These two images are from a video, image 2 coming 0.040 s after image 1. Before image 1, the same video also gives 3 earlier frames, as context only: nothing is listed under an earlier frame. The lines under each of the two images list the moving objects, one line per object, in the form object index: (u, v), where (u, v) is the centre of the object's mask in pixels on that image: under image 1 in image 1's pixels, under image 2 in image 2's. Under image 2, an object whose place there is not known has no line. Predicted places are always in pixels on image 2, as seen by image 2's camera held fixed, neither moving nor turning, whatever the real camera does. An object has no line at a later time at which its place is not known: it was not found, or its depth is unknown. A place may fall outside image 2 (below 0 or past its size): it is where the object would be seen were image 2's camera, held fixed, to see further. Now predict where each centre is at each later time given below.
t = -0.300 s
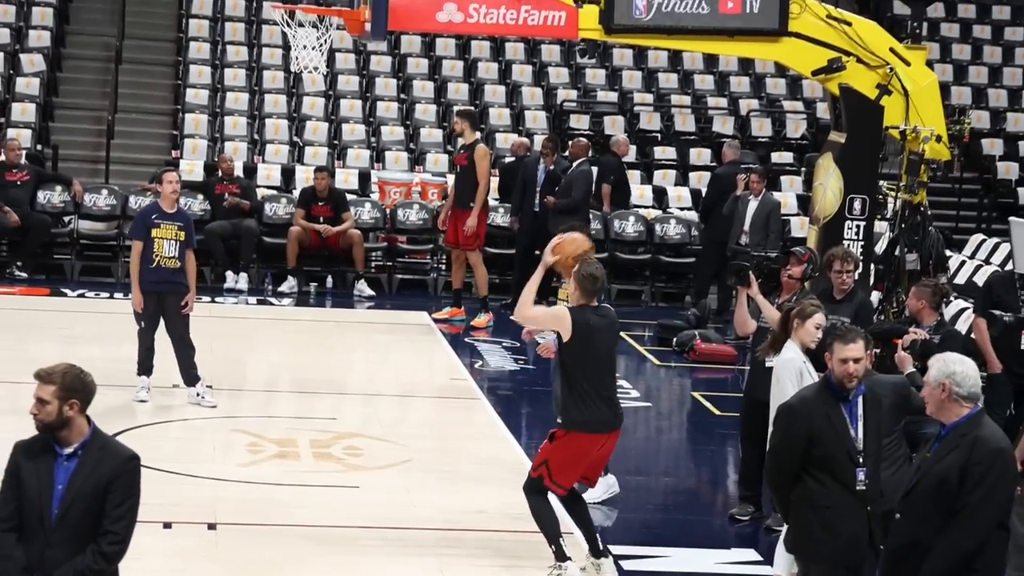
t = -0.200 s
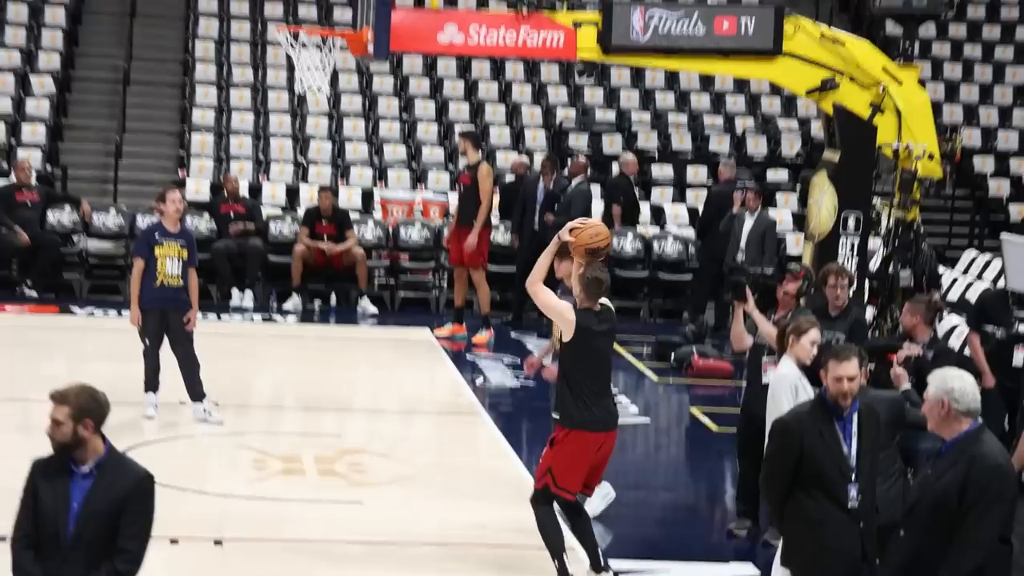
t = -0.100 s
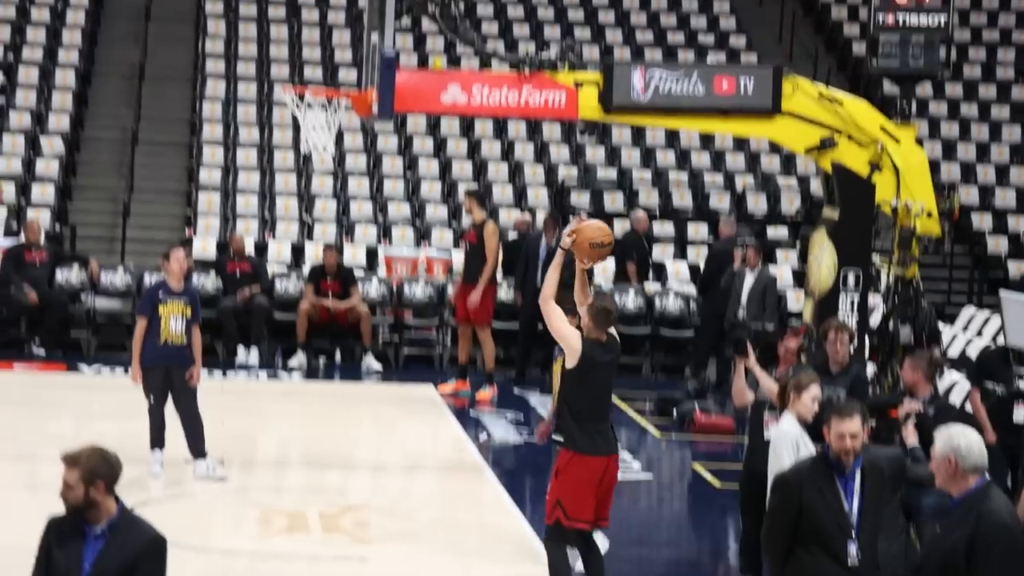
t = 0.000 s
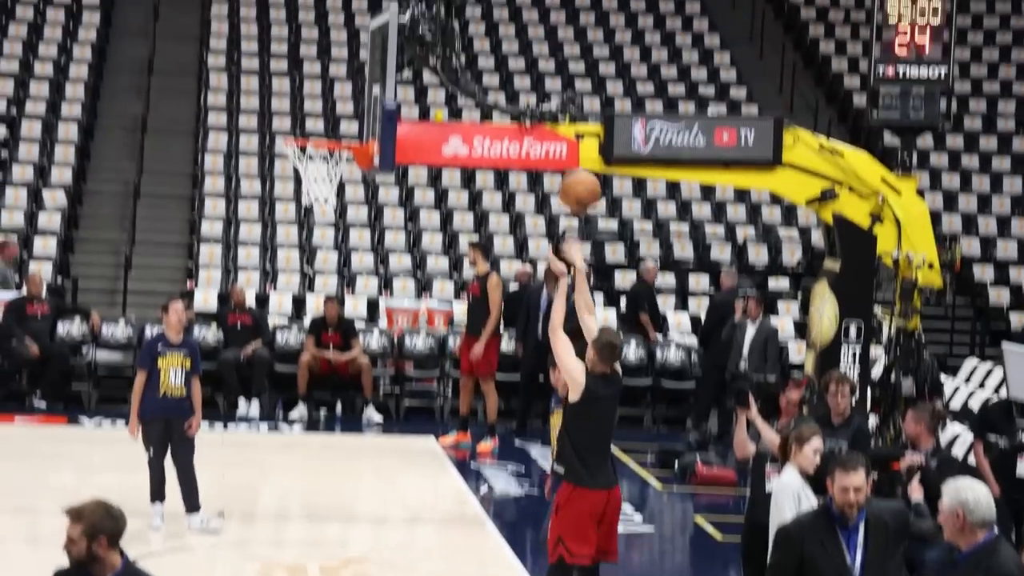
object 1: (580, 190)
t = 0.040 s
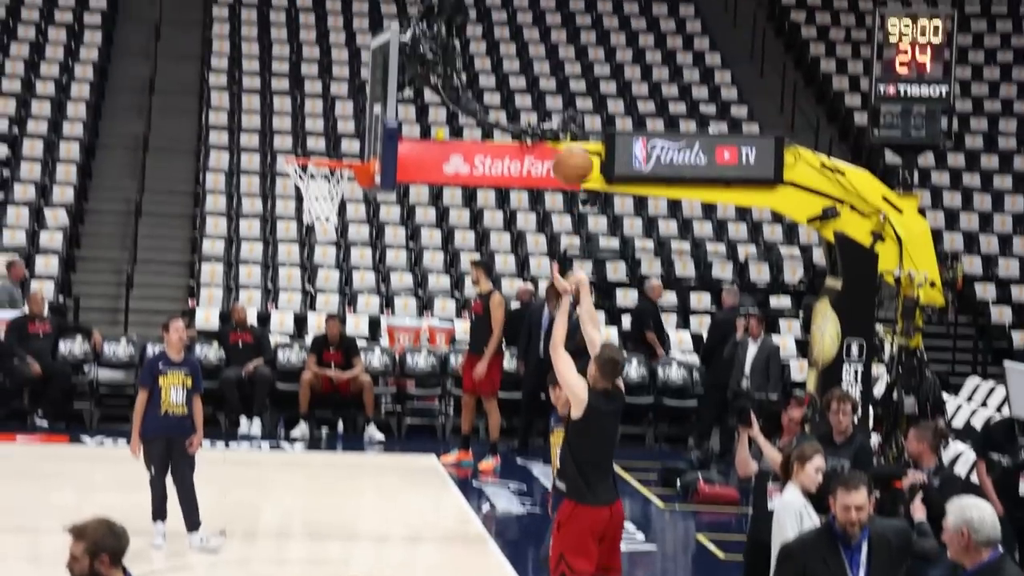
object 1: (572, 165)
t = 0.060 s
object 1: (568, 143)
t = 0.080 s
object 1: (564, 124)
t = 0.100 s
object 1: (559, 104)
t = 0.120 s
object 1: (554, 86)
